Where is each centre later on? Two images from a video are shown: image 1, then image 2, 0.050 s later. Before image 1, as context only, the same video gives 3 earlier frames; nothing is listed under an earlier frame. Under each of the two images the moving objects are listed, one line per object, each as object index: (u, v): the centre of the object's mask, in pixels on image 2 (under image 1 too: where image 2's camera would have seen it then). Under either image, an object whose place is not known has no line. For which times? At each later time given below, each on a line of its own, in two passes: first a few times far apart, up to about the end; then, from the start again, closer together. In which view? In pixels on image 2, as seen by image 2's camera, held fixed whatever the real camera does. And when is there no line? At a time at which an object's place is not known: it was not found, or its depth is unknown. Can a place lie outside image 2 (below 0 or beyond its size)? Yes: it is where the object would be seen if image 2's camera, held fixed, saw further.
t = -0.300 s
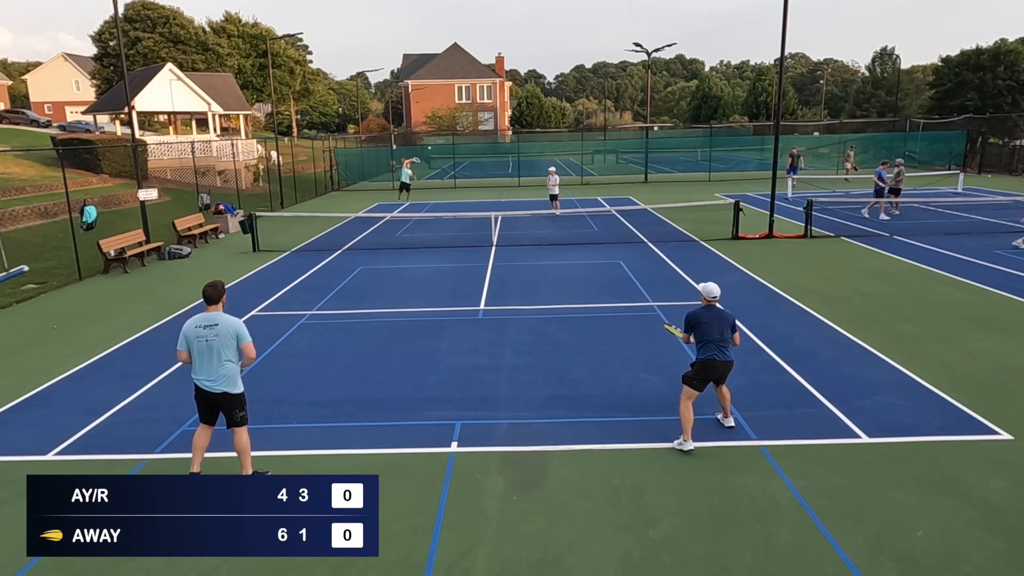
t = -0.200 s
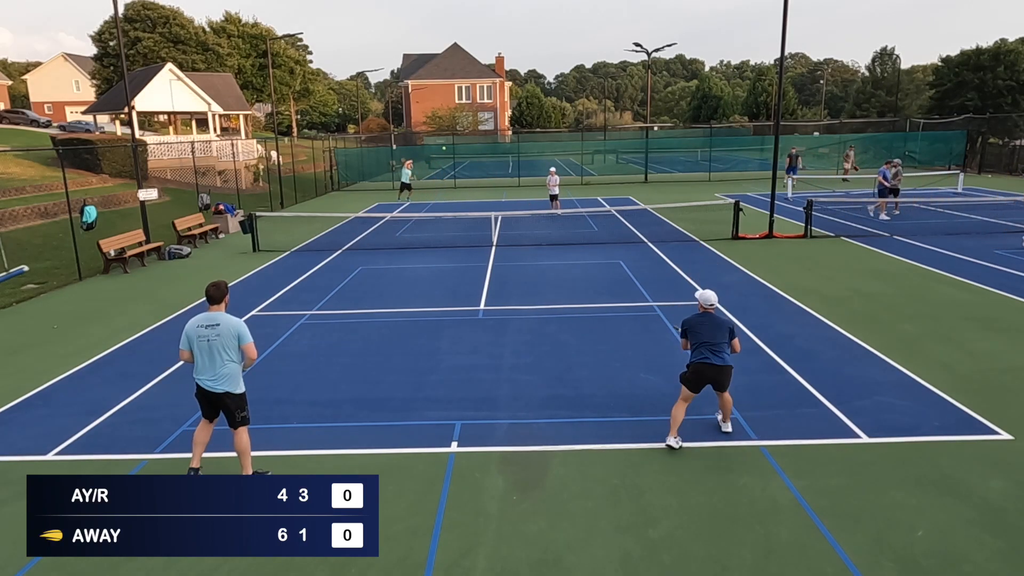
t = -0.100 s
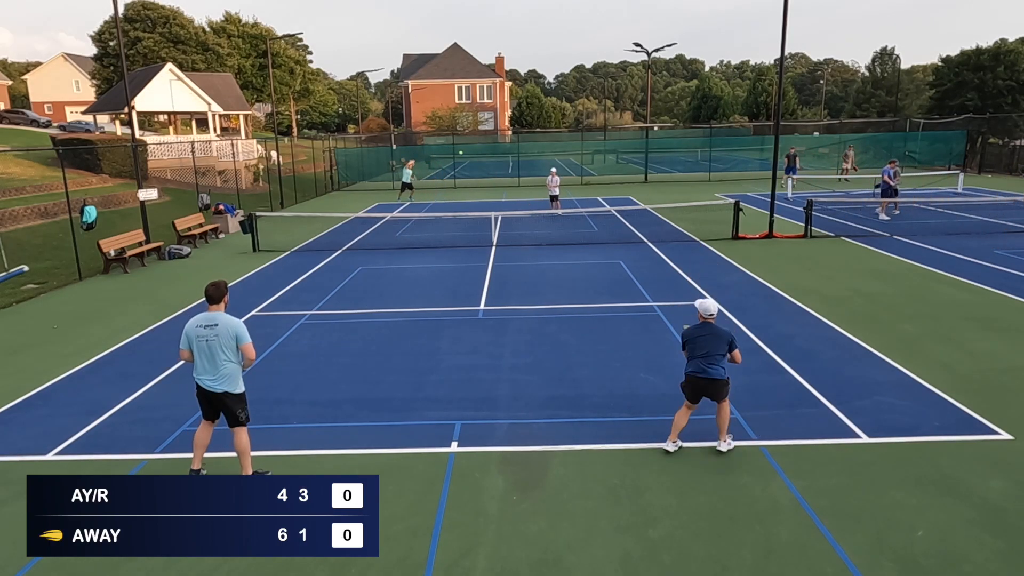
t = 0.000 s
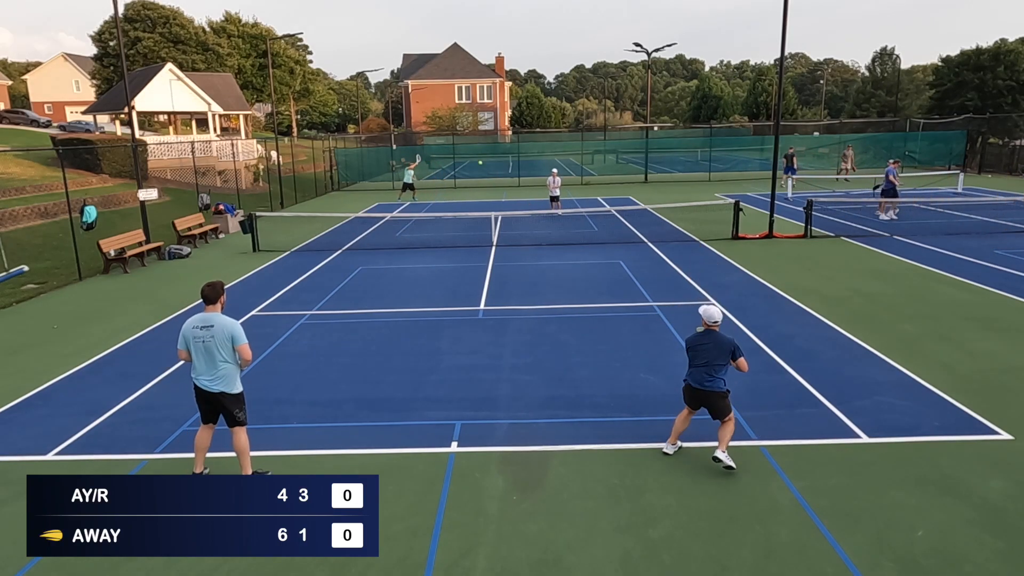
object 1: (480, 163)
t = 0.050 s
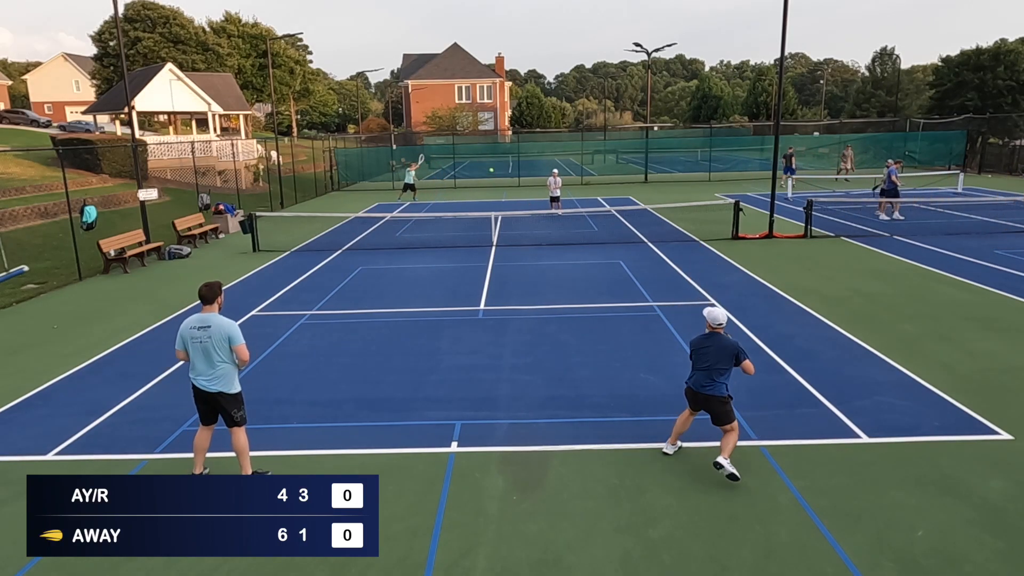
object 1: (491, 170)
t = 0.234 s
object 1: (540, 215)
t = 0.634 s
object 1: (699, 316)
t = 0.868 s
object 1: (838, 304)
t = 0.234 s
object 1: (540, 215)
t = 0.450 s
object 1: (624, 322)
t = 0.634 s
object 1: (699, 316)
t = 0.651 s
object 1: (707, 314)
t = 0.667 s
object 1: (715, 311)
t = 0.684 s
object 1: (723, 309)
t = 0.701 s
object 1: (732, 308)
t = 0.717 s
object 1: (741, 306)
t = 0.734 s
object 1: (750, 305)
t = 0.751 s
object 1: (759, 304)
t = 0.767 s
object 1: (769, 303)
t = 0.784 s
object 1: (780, 303)
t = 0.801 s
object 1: (790, 302)
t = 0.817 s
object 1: (802, 302)
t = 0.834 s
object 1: (813, 303)
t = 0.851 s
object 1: (825, 303)
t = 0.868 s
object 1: (838, 304)
